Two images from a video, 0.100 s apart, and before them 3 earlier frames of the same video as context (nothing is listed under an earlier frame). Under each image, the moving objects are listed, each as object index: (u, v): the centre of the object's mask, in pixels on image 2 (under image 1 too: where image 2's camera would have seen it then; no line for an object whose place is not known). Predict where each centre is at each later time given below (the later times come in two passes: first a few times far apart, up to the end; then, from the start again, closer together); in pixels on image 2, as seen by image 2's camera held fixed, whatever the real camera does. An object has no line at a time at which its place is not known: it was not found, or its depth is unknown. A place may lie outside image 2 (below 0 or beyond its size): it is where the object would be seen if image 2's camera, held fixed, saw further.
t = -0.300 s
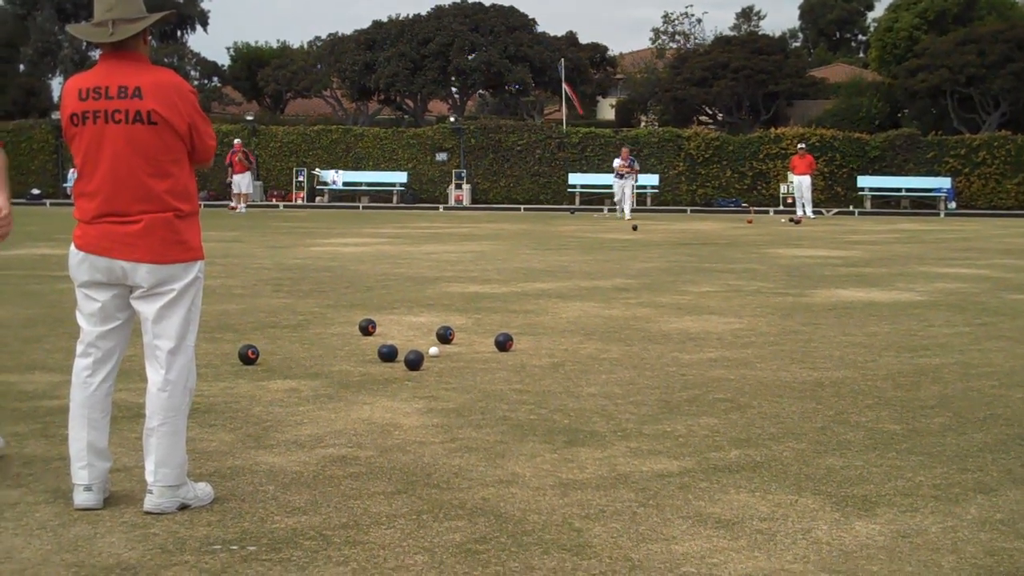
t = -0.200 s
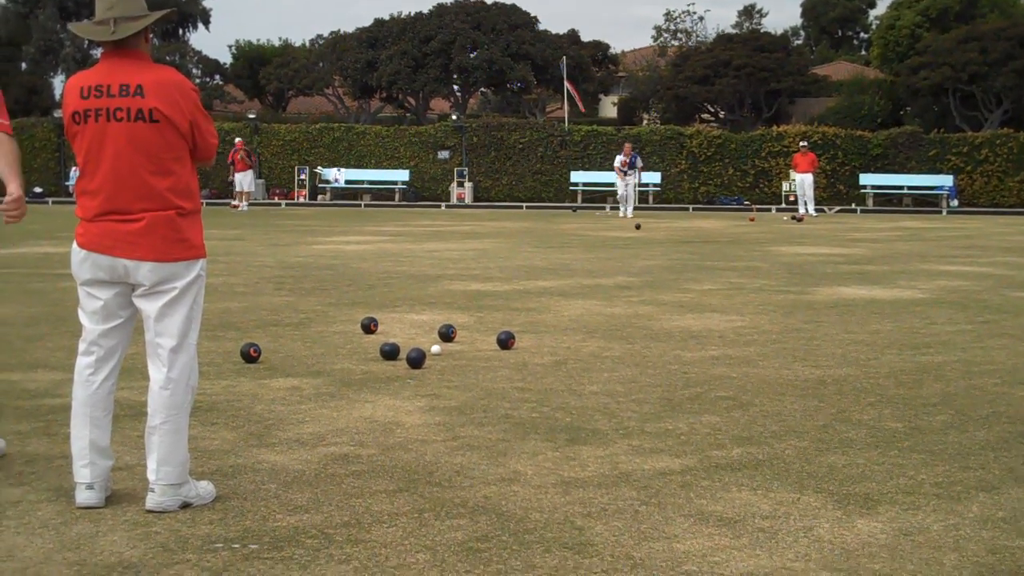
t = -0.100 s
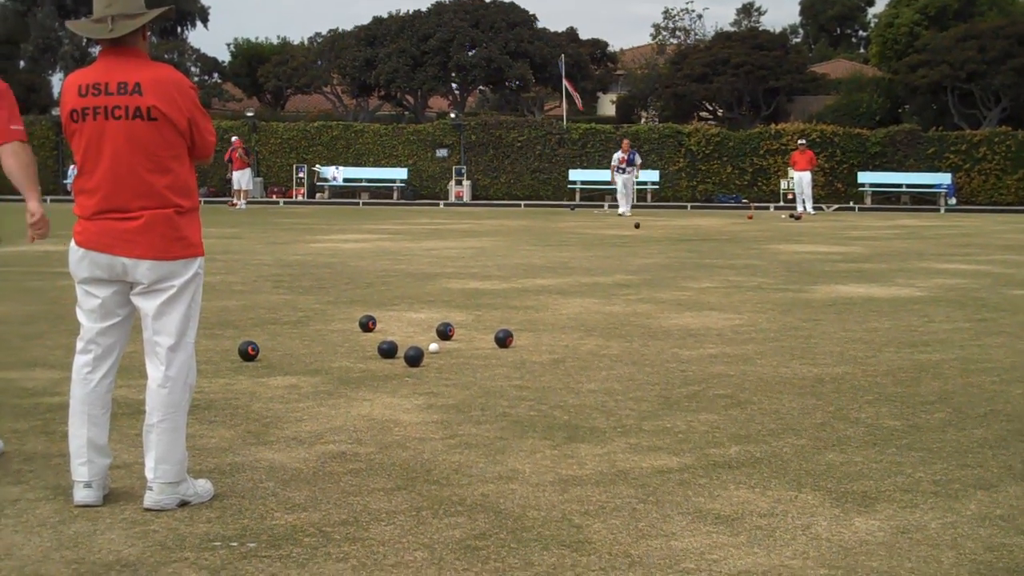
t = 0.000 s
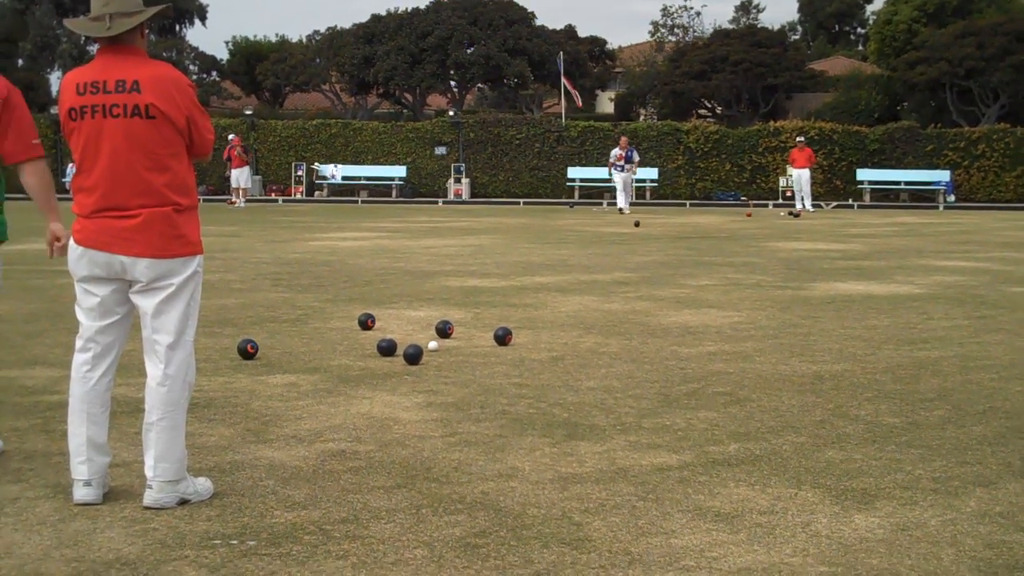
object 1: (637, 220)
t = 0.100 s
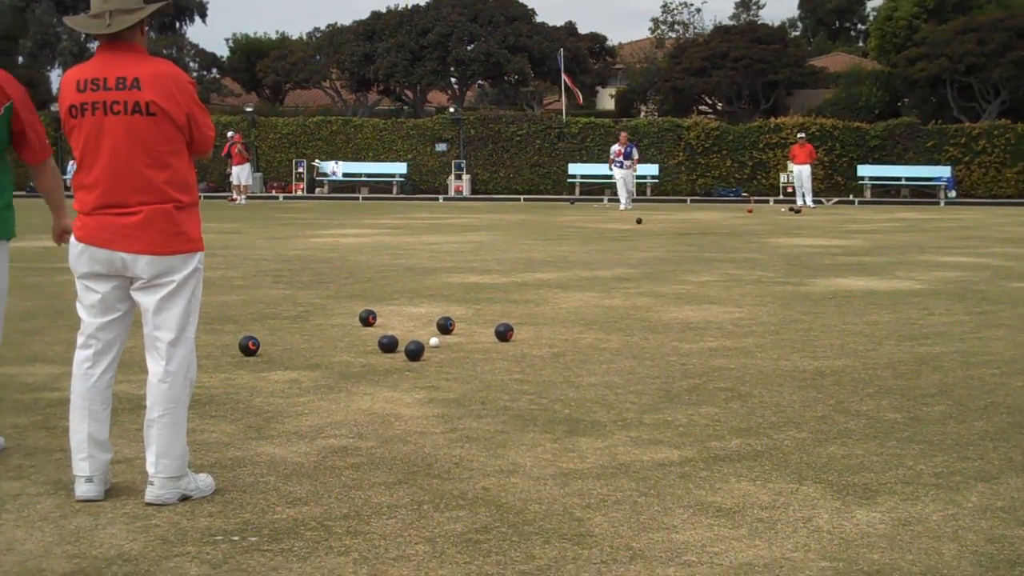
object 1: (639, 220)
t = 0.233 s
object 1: (640, 221)
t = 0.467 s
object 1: (642, 223)
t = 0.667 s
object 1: (643, 225)
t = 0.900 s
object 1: (646, 227)
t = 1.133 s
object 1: (647, 229)
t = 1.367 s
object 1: (648, 231)
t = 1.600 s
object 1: (649, 233)
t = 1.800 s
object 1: (650, 235)
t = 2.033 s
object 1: (651, 238)
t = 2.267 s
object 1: (651, 240)
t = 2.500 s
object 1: (650, 243)
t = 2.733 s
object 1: (649, 245)
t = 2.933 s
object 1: (649, 247)
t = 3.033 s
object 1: (648, 248)
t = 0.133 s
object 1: (639, 221)
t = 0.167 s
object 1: (639, 221)
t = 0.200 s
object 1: (639, 221)
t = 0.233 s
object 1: (640, 221)
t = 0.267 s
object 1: (640, 222)
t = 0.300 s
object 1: (641, 222)
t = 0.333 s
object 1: (641, 222)
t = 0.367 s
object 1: (641, 223)
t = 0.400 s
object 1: (642, 223)
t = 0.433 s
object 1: (642, 223)
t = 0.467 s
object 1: (642, 223)
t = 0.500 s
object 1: (642, 224)
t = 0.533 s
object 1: (642, 224)
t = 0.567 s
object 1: (642, 224)
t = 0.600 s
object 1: (643, 225)
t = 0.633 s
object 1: (643, 225)
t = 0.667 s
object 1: (643, 225)
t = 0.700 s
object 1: (644, 225)
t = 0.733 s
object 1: (644, 225)
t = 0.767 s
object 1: (645, 226)
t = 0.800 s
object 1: (645, 226)
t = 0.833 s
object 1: (645, 226)
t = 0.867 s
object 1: (645, 227)
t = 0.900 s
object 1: (646, 227)
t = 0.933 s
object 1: (646, 227)
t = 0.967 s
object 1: (646, 228)
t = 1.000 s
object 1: (646, 228)
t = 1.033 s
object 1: (646, 228)
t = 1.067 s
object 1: (647, 229)
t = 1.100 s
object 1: (647, 229)
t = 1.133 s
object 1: (647, 229)
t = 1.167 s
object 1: (647, 229)
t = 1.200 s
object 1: (647, 229)
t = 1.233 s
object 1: (648, 230)
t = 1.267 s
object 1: (648, 230)
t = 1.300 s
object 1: (648, 230)
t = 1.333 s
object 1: (648, 231)
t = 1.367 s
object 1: (648, 231)
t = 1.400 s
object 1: (648, 231)
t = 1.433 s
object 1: (649, 232)
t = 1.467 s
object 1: (649, 232)
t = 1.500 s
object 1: (649, 233)
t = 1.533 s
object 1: (649, 233)
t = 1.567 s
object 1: (649, 233)
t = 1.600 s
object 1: (649, 233)
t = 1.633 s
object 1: (650, 234)
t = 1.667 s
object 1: (650, 234)
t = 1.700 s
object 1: (650, 234)
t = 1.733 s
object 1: (650, 235)
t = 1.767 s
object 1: (650, 235)
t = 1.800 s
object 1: (650, 235)
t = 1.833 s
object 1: (650, 236)
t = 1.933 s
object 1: (650, 236)
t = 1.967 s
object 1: (651, 237)
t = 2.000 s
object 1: (651, 237)
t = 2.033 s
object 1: (651, 238)
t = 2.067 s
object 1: (651, 238)
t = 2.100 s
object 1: (651, 239)
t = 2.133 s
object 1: (651, 239)
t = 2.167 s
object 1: (651, 239)
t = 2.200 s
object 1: (651, 240)
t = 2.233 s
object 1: (651, 240)
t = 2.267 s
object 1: (651, 240)
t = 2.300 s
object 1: (651, 241)
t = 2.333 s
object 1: (651, 241)
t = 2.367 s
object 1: (651, 241)
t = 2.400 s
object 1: (651, 242)
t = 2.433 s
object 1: (651, 242)
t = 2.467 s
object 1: (651, 242)
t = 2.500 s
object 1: (650, 243)
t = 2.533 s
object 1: (651, 243)
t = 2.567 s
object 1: (650, 243)
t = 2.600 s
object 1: (650, 244)
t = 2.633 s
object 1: (650, 244)
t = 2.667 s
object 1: (650, 245)
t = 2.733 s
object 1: (649, 245)
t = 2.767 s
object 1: (649, 246)
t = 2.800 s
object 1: (649, 246)
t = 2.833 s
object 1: (649, 247)
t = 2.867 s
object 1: (649, 247)
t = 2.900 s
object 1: (649, 247)
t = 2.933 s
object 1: (649, 247)
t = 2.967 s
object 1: (648, 248)
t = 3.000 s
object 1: (648, 248)
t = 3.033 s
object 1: (648, 248)
